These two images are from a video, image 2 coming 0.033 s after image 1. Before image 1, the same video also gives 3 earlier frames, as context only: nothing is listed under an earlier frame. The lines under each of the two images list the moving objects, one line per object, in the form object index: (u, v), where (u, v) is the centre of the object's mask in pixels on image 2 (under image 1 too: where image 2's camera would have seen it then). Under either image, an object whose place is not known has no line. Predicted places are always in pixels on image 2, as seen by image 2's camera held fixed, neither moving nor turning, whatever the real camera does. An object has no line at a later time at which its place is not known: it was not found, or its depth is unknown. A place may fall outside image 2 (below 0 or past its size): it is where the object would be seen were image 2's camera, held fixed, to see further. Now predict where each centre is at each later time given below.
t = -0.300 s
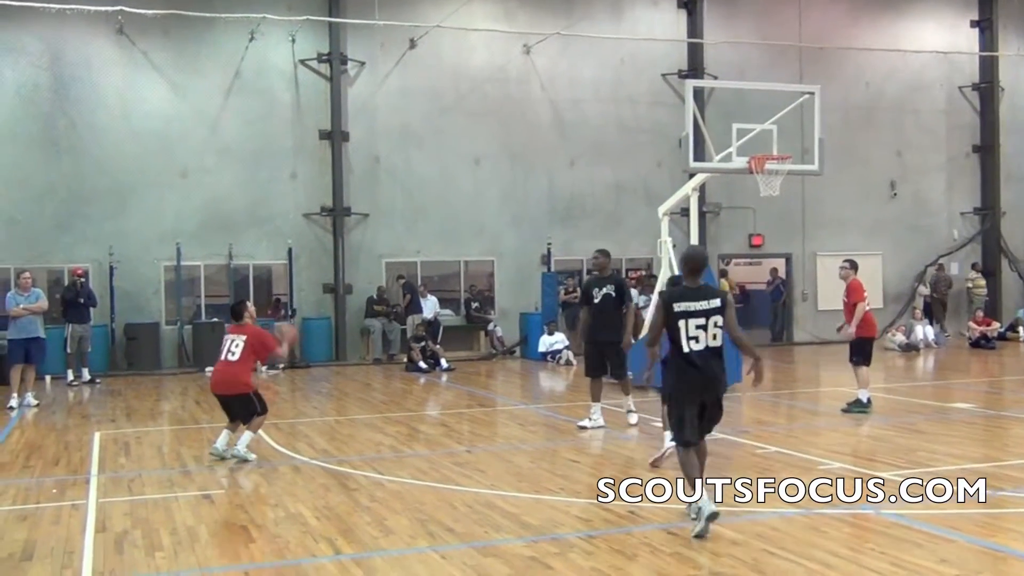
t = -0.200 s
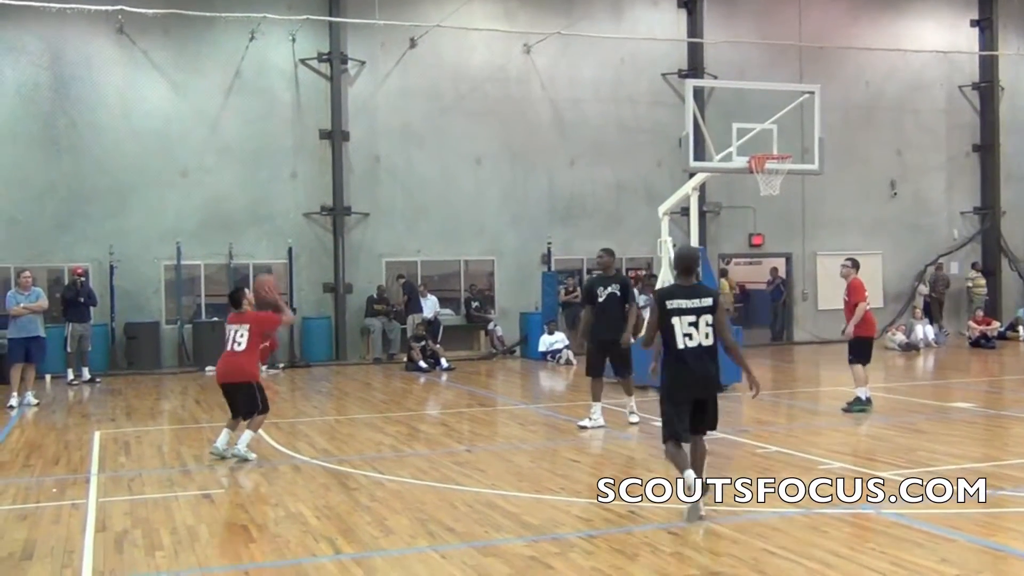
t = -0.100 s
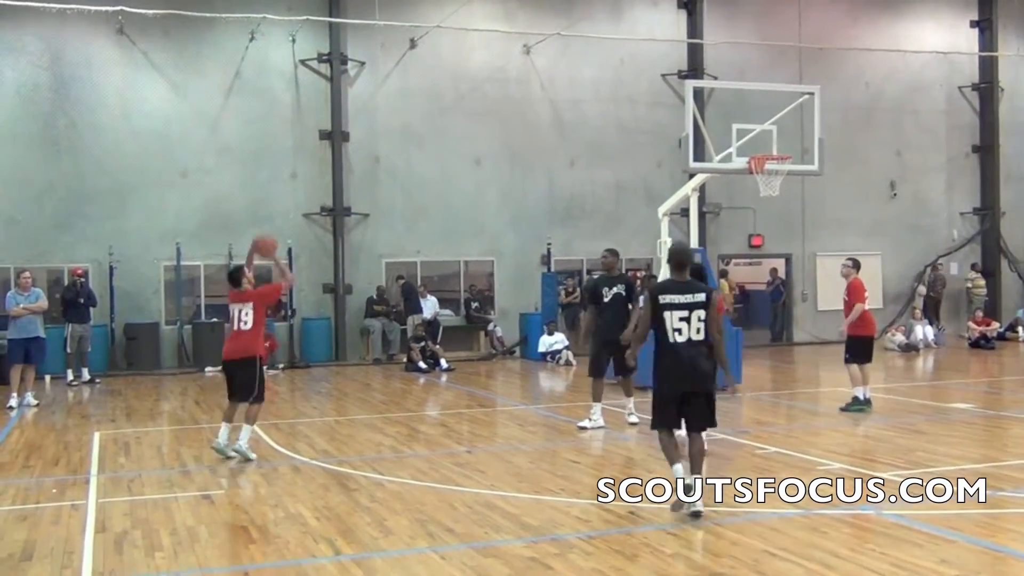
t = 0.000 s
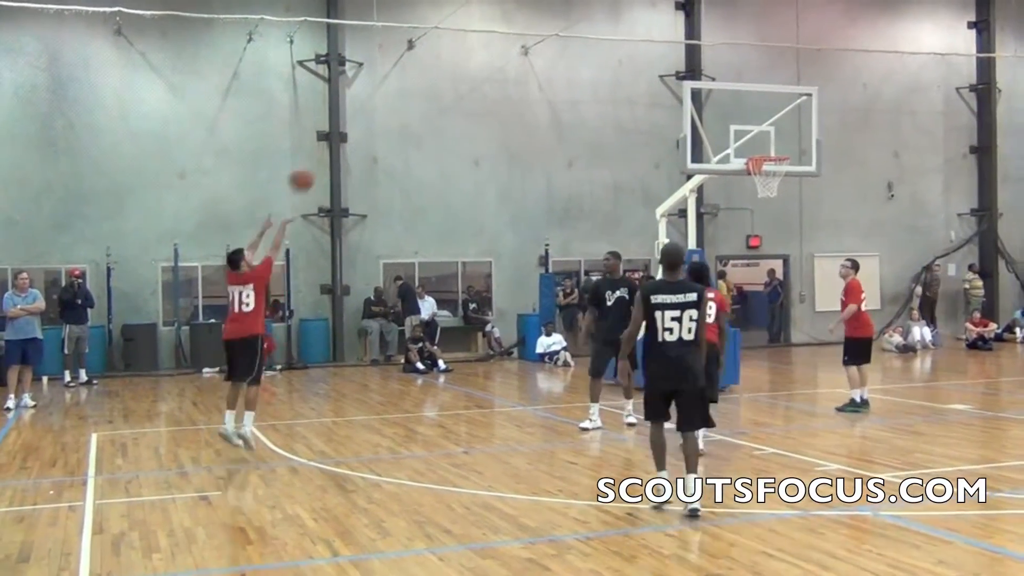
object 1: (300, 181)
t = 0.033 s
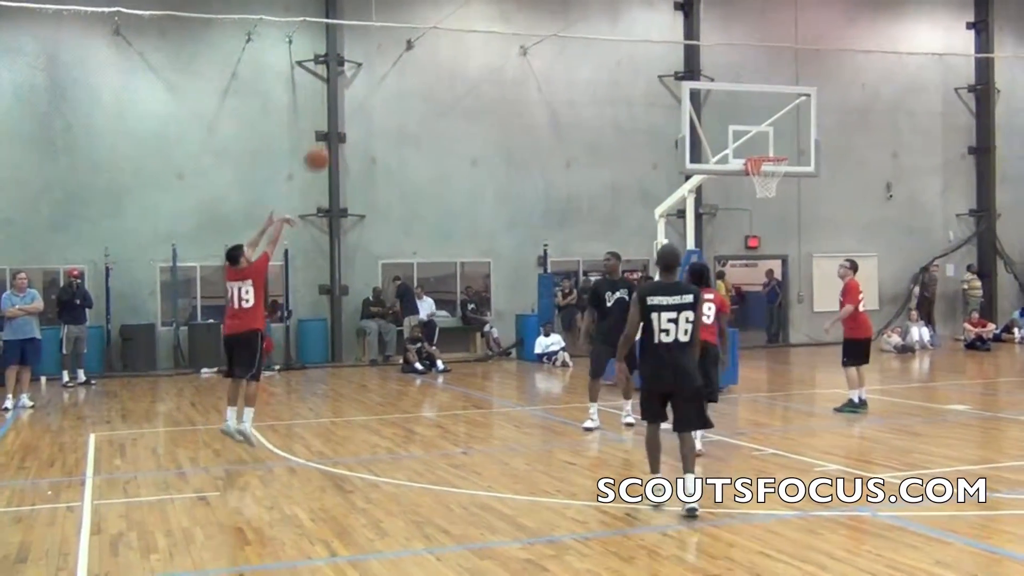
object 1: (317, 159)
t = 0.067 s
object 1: (332, 139)
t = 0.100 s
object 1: (349, 121)
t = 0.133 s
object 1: (363, 105)
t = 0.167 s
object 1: (378, 89)
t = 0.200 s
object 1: (393, 75)
